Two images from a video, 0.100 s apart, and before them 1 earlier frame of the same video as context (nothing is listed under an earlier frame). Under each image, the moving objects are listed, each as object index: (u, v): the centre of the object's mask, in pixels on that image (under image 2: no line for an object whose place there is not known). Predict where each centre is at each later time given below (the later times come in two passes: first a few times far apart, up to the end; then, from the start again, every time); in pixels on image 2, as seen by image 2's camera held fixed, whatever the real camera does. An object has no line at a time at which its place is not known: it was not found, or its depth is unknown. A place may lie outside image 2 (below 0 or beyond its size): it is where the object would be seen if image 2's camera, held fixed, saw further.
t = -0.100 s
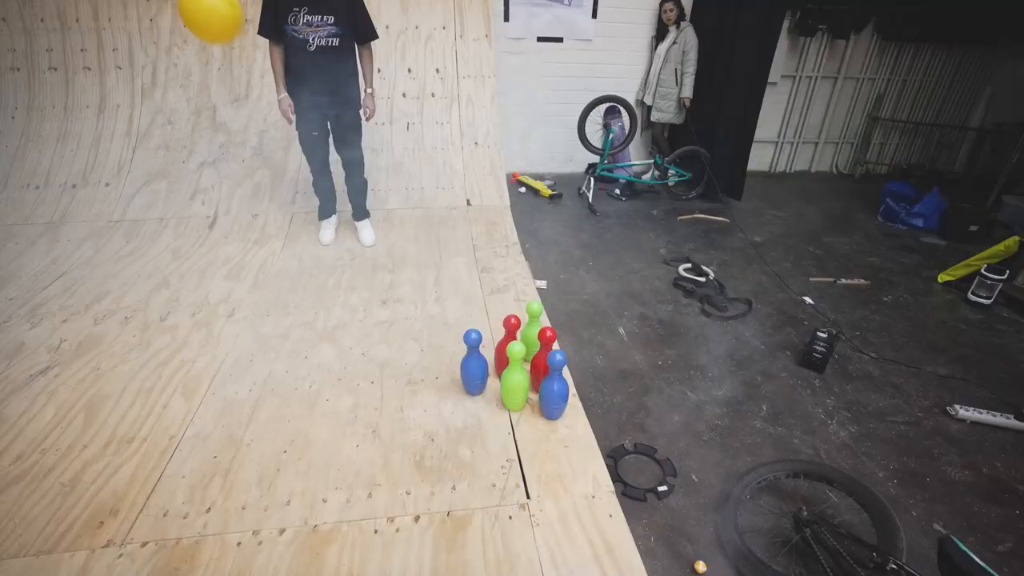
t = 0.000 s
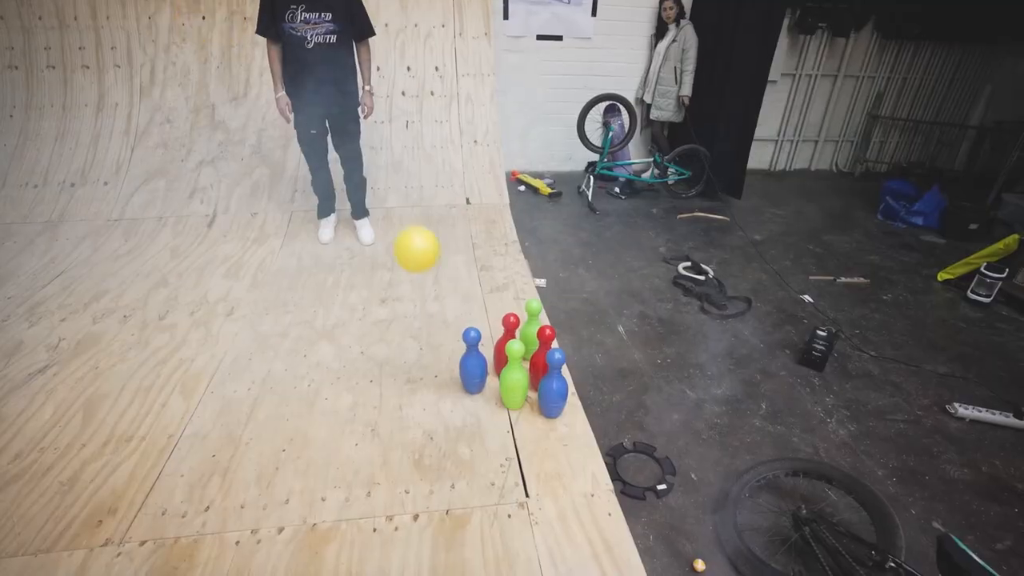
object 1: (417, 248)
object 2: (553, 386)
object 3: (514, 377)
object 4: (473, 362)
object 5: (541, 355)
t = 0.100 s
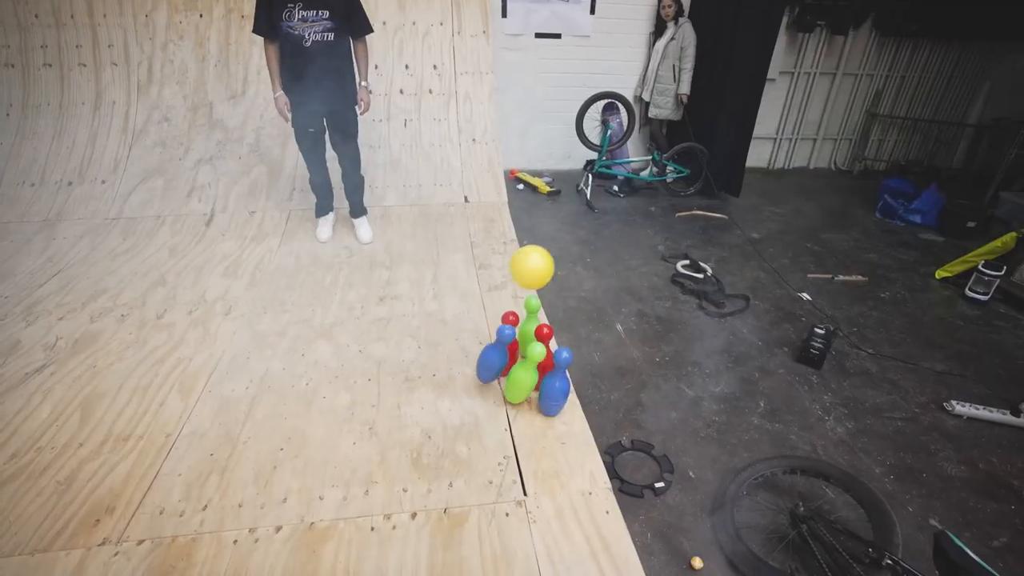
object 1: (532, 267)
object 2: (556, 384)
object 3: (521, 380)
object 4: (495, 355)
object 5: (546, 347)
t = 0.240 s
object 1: (658, 212)
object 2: (596, 403)
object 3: (544, 384)
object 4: (526, 359)
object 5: (548, 341)
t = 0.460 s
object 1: (809, 217)
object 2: (645, 415)
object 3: (570, 423)
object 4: (546, 379)
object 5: (561, 343)
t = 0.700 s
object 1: (893, 308)
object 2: (677, 419)
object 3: (595, 442)
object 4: (580, 390)
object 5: (576, 359)
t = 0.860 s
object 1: (952, 243)
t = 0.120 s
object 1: (551, 255)
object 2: (562, 384)
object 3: (524, 380)
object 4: (500, 354)
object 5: (547, 348)
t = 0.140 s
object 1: (569, 245)
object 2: (567, 386)
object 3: (528, 379)
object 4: (505, 353)
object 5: (548, 352)
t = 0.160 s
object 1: (588, 236)
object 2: (572, 388)
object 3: (531, 380)
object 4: (511, 353)
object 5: (548, 347)
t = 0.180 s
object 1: (606, 228)
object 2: (578, 390)
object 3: (534, 382)
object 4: (516, 353)
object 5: (546, 344)
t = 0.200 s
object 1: (624, 222)
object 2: (584, 394)
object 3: (538, 378)
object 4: (520, 354)
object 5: (546, 342)
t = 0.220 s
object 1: (641, 217)
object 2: (590, 399)
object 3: (541, 381)
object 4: (524, 356)
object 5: (546, 341)
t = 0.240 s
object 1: (658, 212)
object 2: (596, 403)
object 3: (544, 384)
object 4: (526, 359)
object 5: (548, 341)
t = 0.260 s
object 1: (675, 209)
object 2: (602, 408)
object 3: (546, 388)
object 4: (528, 363)
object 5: (550, 342)
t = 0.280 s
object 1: (692, 205)
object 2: (607, 412)
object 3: (548, 390)
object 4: (529, 367)
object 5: (552, 341)
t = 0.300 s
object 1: (707, 203)
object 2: (610, 416)
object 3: (550, 392)
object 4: (530, 371)
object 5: (553, 341)
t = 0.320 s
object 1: (723, 201)
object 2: (615, 415)
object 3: (553, 395)
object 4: (531, 375)
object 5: (555, 342)
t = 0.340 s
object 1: (737, 200)
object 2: (619, 413)
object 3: (557, 399)
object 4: (532, 376)
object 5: (554, 346)
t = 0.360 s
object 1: (751, 200)
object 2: (624, 412)
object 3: (559, 401)
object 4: (535, 375)
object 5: (555, 336)
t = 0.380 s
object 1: (763, 201)
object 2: (630, 412)
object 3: (561, 405)
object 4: (537, 374)
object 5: (556, 336)
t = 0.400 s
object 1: (776, 204)
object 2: (634, 412)
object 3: (563, 408)
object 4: (539, 374)
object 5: (557, 337)
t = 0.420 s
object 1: (787, 207)
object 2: (638, 413)
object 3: (565, 413)
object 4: (541, 375)
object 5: (558, 339)
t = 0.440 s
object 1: (798, 212)
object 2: (642, 415)
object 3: (568, 418)
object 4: (544, 377)
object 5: (559, 341)
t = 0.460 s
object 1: (809, 217)
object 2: (645, 415)
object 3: (570, 423)
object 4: (546, 379)
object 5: (561, 343)
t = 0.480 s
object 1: (819, 222)
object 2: (648, 415)
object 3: (572, 429)
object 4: (547, 382)
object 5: (561, 346)
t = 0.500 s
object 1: (829, 228)
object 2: (651, 415)
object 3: (574, 435)
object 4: (550, 385)
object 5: (562, 349)
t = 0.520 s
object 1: (839, 234)
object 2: (654, 416)
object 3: (577, 436)
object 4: (553, 387)
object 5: (563, 350)
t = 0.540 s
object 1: (847, 240)
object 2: (656, 417)
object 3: (579, 433)
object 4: (556, 389)
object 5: (564, 351)
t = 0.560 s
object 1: (855, 247)
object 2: (659, 419)
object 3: (582, 432)
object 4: (559, 392)
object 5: (565, 353)
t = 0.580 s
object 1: (862, 254)
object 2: (661, 420)
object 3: (584, 431)
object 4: (561, 395)
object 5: (566, 354)
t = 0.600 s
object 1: (868, 261)
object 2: (664, 420)
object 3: (586, 431)
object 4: (562, 397)
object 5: (568, 356)
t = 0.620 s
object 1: (874, 270)
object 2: (667, 420)
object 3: (588, 431)
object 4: (565, 397)
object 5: (570, 357)
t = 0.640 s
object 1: (879, 279)
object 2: (670, 419)
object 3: (590, 433)
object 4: (560, 392)
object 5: (571, 358)
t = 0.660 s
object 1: (883, 288)
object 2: (672, 419)
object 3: (592, 435)
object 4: (566, 390)
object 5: (573, 358)
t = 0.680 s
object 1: (888, 298)
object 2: (675, 419)
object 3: (593, 438)
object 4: (572, 388)
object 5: (574, 358)
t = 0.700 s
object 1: (893, 308)
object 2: (677, 419)
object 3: (595, 442)
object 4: (580, 390)
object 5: (576, 359)
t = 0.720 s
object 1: (899, 306)
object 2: (679, 420)
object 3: (596, 447)
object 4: (586, 392)
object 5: (577, 357)
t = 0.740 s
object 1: (907, 295)
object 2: (681, 421)
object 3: (598, 452)
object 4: (590, 394)
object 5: (578, 355)
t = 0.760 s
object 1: (915, 284)
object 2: (683, 420)
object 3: (600, 452)
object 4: (594, 393)
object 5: (579, 353)
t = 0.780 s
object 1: (923, 274)
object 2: (685, 419)
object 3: (602, 452)
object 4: (598, 392)
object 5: (581, 352)
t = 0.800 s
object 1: (931, 265)
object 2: (687, 418)
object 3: (605, 453)
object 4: (601, 392)
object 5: (582, 351)
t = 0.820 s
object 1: (938, 257)
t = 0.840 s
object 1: (945, 250)
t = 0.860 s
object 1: (952, 243)
